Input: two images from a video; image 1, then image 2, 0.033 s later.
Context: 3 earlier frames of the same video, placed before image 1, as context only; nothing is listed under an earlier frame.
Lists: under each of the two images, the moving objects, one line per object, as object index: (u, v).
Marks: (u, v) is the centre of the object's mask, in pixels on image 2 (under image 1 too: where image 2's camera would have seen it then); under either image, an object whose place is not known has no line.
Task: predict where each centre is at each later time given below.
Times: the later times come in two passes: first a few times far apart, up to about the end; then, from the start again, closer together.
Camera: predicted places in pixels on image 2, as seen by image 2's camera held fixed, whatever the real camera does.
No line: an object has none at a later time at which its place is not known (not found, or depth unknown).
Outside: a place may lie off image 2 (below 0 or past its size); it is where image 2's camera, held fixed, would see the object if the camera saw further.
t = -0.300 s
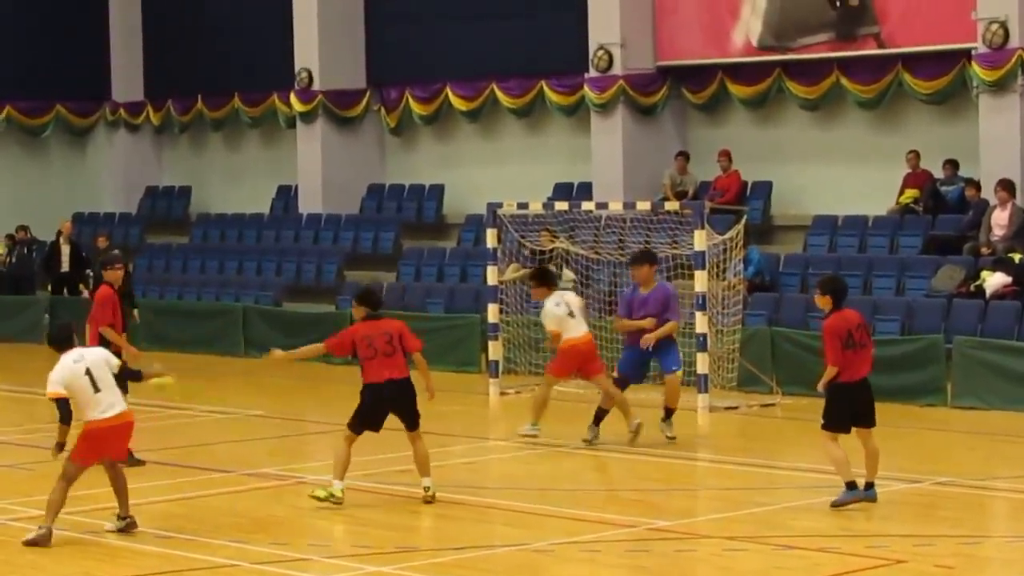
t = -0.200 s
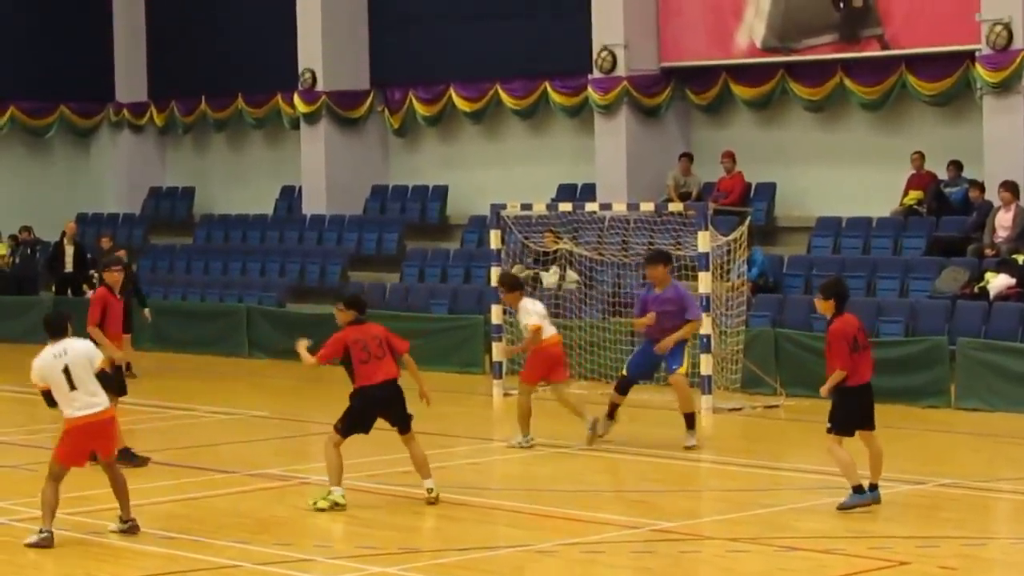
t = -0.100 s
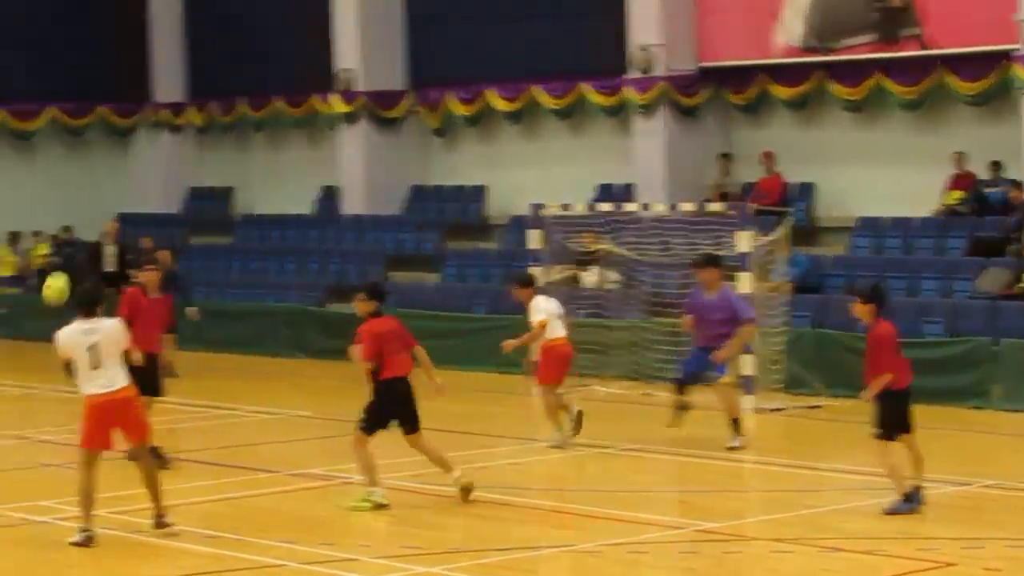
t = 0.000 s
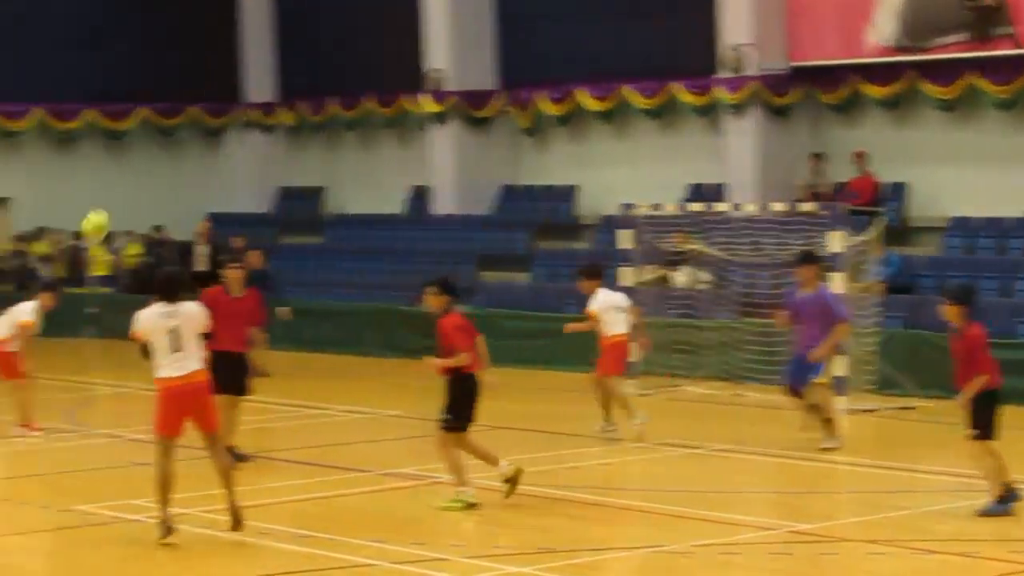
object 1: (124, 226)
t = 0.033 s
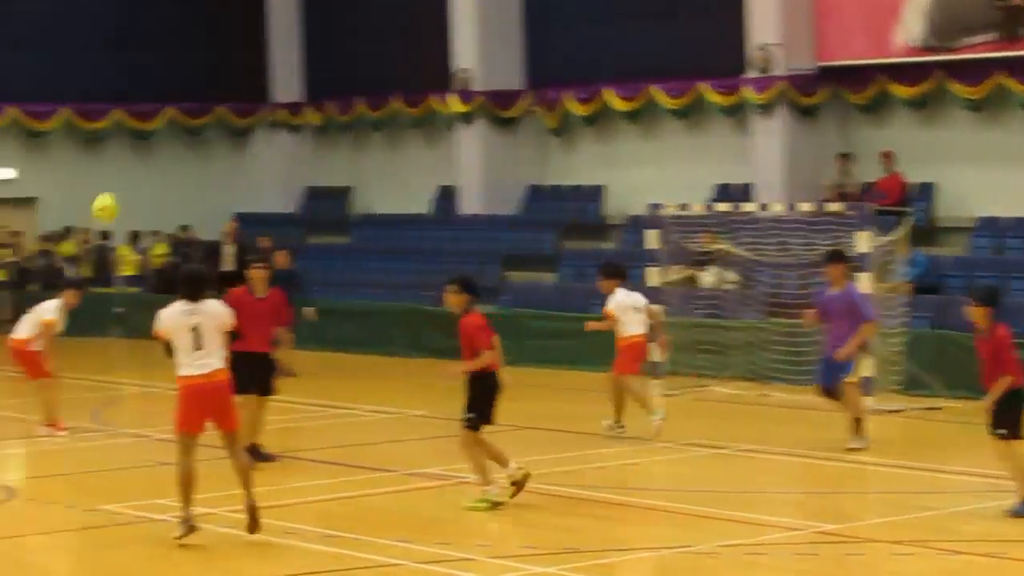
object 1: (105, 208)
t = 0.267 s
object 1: (-20, 126)
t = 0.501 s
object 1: (-147, 124)
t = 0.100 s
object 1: (67, 176)
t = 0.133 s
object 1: (48, 163)
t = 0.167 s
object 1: (31, 151)
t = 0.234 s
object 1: (-3, 133)
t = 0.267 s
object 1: (-20, 126)
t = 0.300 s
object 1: (-40, 121)
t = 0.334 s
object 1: (-57, 118)
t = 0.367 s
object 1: (-74, 116)
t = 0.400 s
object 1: (-92, 115)
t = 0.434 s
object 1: (-111, 116)
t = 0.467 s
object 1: (-129, 120)
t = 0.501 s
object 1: (-147, 124)
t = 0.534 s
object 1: (-166, 130)
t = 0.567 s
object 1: (-184, 138)
